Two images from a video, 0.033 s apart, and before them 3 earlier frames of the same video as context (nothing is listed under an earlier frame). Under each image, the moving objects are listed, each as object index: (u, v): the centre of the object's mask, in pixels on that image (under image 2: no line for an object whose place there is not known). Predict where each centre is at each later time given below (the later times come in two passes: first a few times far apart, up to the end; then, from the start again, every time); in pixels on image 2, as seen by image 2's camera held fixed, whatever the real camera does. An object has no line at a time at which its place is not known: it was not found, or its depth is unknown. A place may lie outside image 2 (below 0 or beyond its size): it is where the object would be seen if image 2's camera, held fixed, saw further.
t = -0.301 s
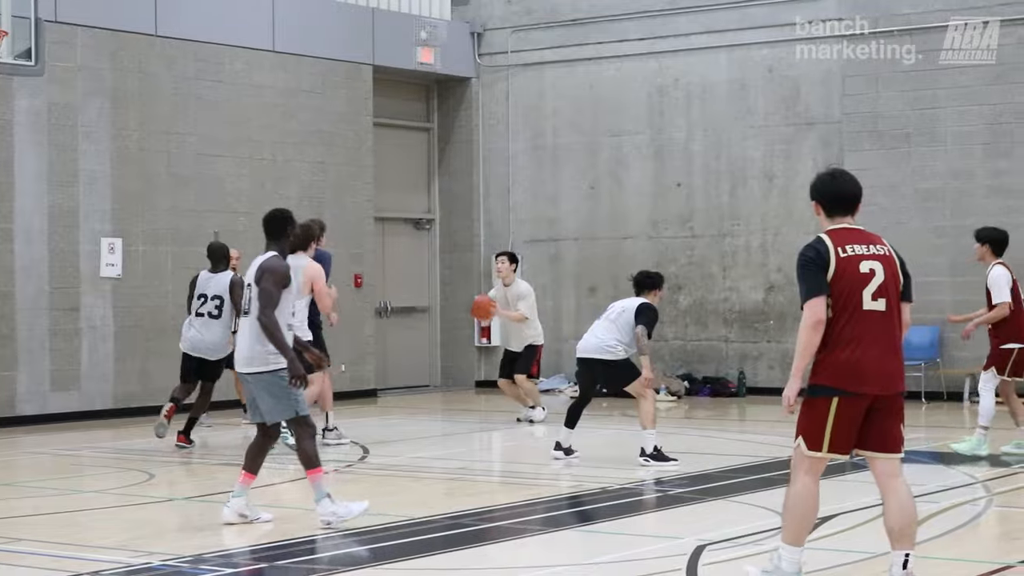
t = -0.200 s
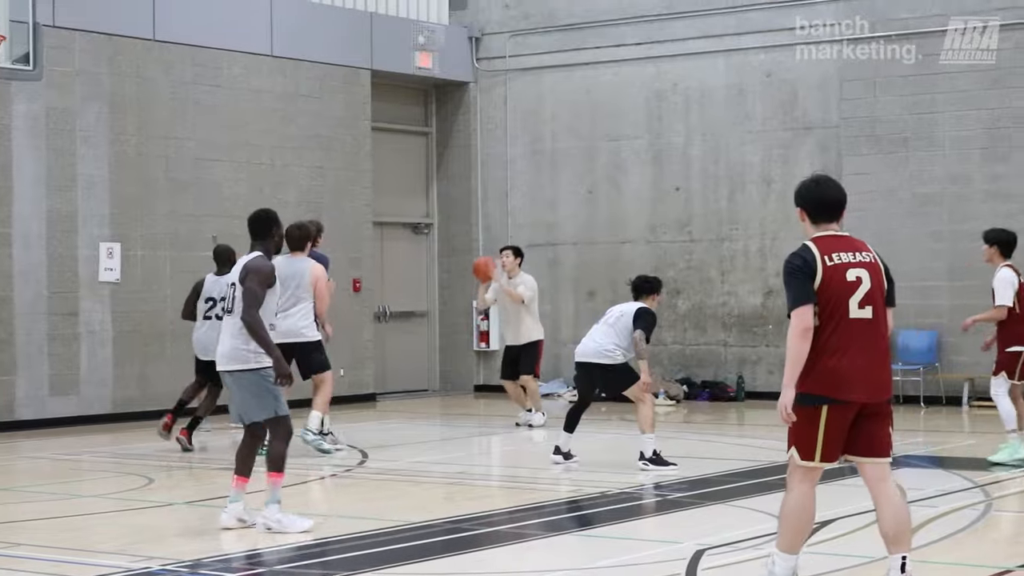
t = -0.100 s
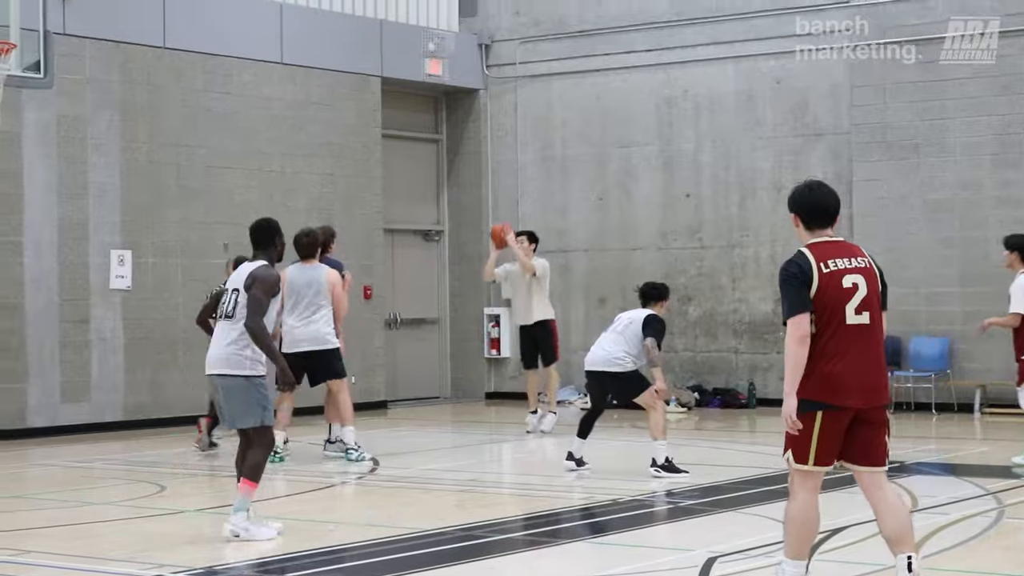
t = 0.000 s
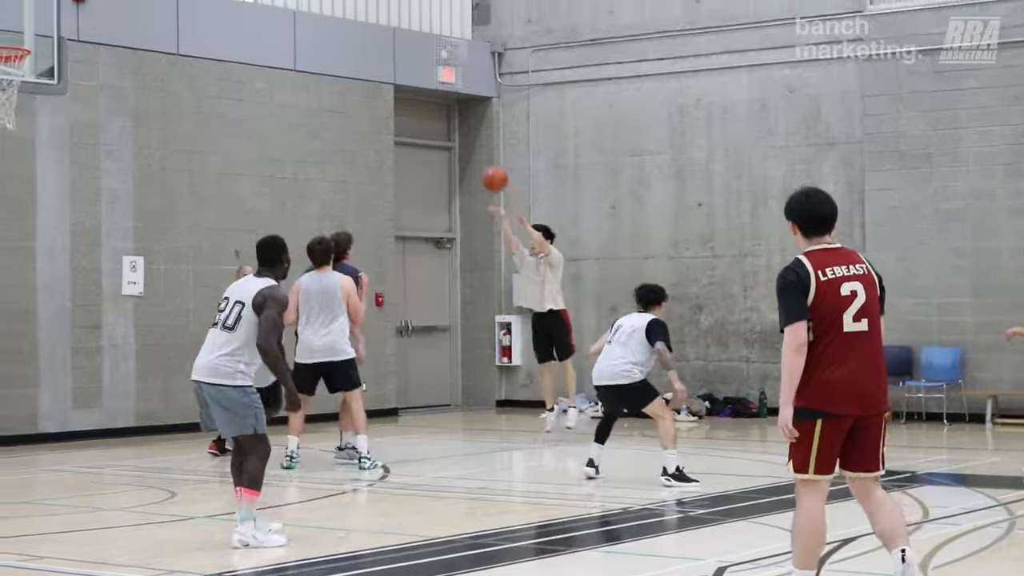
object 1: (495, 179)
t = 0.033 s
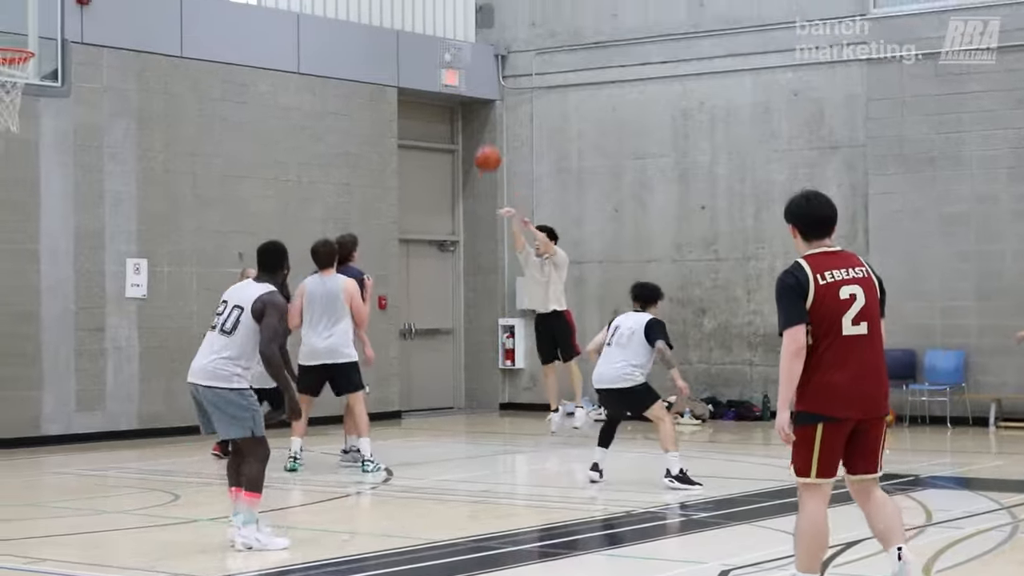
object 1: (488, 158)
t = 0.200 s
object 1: (433, 56)
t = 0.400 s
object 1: (368, -34)
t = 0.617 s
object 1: (289, -86)
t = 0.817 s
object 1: (208, -86)
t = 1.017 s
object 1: (123, -31)
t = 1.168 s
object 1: (55, 49)
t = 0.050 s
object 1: (483, 148)
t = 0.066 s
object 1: (477, 136)
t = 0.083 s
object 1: (472, 125)
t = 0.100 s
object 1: (467, 115)
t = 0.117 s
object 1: (461, 104)
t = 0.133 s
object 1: (456, 95)
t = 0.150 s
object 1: (450, 83)
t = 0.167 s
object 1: (445, 74)
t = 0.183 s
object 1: (439, 65)
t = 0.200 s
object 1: (433, 56)
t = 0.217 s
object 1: (428, 48)
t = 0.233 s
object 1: (423, 38)
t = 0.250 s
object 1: (417, 30)
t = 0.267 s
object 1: (412, 22)
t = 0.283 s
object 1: (406, 14)
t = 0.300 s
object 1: (401, 6)
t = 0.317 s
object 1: (396, -1)
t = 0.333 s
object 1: (390, -8)
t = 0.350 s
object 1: (385, -15)
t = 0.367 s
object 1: (379, -21)
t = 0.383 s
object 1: (373, -27)
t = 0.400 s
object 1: (368, -34)
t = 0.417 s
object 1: (362, -39)
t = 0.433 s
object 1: (357, -44)
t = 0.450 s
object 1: (351, -50)
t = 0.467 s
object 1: (345, -55)
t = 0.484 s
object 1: (339, -59)
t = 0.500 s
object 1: (333, -63)
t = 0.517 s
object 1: (327, -67)
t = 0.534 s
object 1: (321, -71)
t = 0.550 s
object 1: (315, -75)
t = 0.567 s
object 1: (308, -78)
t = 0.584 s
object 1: (301, -81)
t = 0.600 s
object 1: (295, -84)
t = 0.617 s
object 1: (289, -86)
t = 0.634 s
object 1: (282, -88)
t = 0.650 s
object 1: (276, -89)
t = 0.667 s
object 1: (269, -90)
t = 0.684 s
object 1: (263, -91)
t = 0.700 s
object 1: (256, -92)
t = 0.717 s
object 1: (250, -92)
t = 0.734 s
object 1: (242, -92)
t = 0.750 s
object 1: (235, -92)
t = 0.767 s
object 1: (228, -91)
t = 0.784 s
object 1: (222, -90)
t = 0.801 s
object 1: (215, -88)
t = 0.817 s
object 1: (208, -86)
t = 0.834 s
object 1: (202, -84)
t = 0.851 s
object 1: (194, -81)
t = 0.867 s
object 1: (188, -78)
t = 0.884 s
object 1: (181, -74)
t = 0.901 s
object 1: (174, -70)
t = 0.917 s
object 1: (167, -66)
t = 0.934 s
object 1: (159, -61)
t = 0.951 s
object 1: (151, -56)
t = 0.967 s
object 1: (144, -50)
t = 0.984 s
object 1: (137, -44)
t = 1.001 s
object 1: (130, -38)
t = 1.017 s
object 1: (123, -31)
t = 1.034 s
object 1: (115, -24)
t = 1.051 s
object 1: (107, -16)
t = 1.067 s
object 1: (100, -8)
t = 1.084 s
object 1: (92, -1)
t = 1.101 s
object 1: (85, 9)
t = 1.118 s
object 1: (78, 18)
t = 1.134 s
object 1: (69, 28)
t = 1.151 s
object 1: (62, 39)
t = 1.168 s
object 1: (55, 49)
